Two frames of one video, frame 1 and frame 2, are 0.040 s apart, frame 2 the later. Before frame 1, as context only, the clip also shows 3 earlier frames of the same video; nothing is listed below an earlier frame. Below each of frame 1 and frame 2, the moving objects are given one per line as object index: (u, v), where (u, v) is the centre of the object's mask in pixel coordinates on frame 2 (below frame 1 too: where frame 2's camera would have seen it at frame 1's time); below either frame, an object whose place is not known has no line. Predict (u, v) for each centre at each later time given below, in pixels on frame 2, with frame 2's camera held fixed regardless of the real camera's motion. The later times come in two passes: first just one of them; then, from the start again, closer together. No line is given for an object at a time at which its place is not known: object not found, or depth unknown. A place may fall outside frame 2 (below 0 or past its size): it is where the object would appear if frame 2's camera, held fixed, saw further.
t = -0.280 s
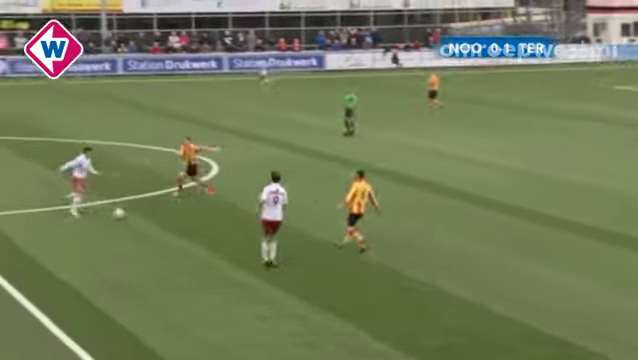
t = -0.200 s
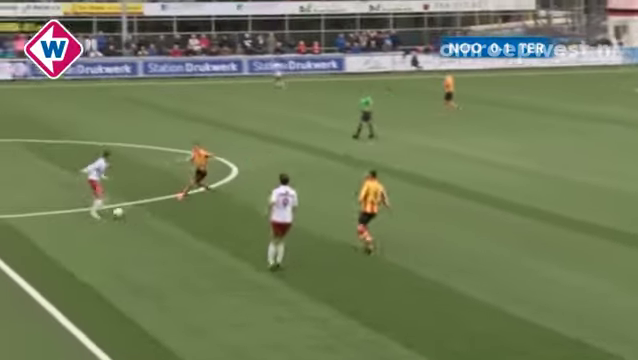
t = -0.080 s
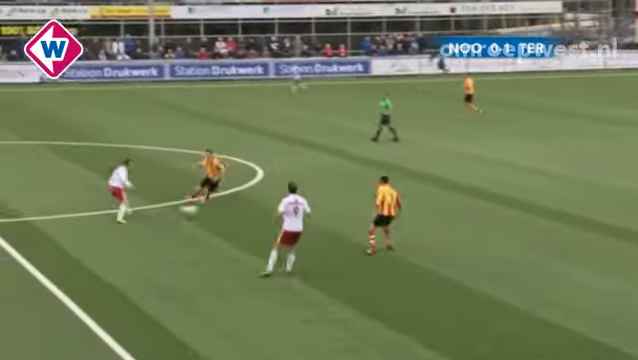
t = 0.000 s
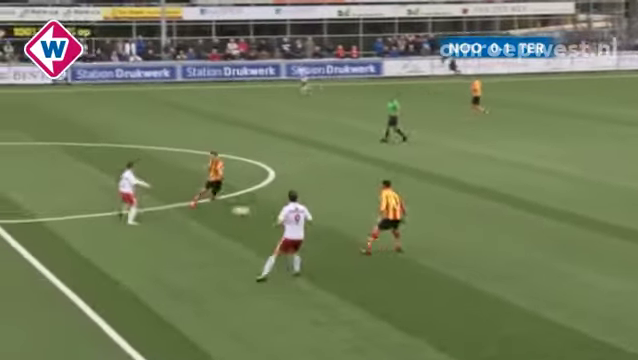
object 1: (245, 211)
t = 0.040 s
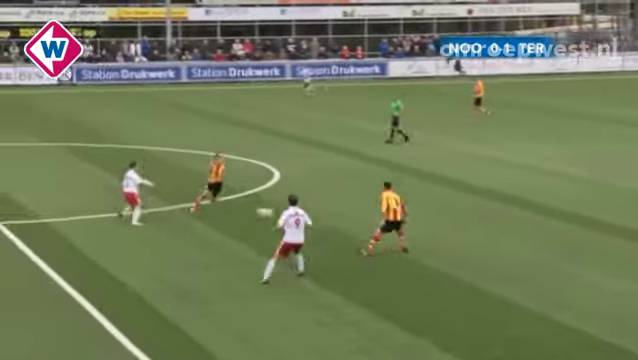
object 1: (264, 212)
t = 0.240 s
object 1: (351, 211)
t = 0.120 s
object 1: (302, 211)
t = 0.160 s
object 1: (317, 210)
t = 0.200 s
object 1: (334, 210)
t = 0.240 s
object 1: (351, 211)
